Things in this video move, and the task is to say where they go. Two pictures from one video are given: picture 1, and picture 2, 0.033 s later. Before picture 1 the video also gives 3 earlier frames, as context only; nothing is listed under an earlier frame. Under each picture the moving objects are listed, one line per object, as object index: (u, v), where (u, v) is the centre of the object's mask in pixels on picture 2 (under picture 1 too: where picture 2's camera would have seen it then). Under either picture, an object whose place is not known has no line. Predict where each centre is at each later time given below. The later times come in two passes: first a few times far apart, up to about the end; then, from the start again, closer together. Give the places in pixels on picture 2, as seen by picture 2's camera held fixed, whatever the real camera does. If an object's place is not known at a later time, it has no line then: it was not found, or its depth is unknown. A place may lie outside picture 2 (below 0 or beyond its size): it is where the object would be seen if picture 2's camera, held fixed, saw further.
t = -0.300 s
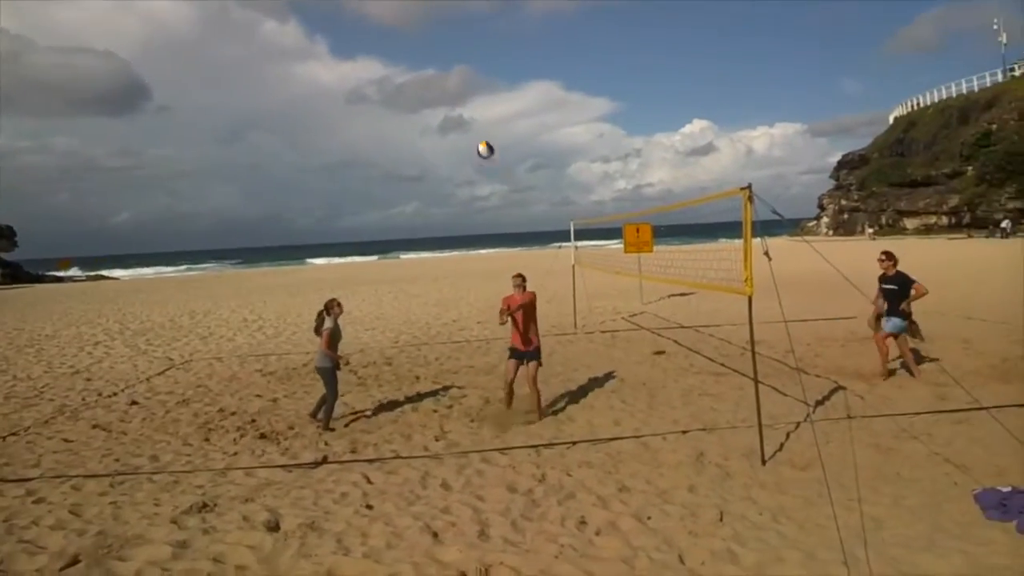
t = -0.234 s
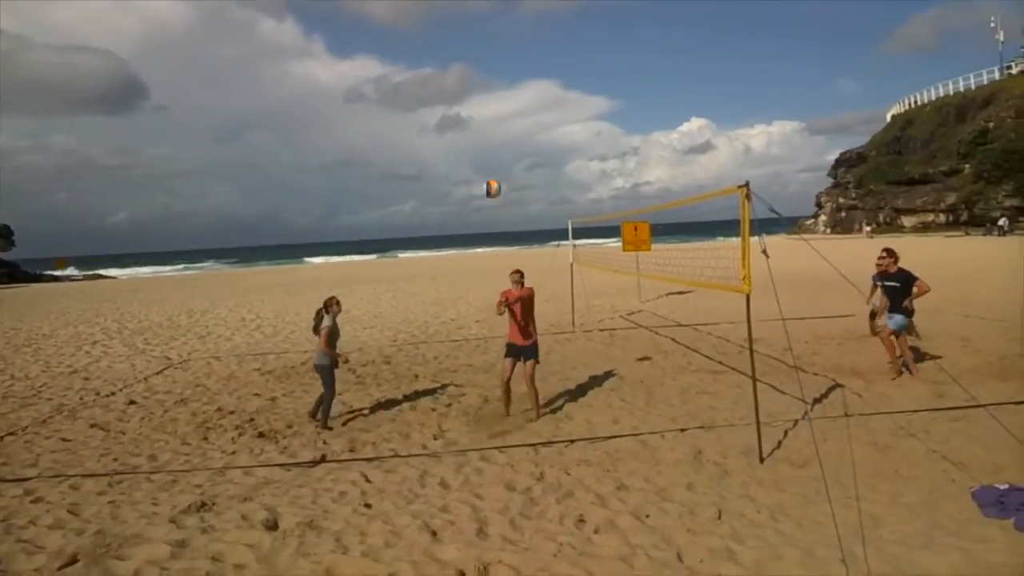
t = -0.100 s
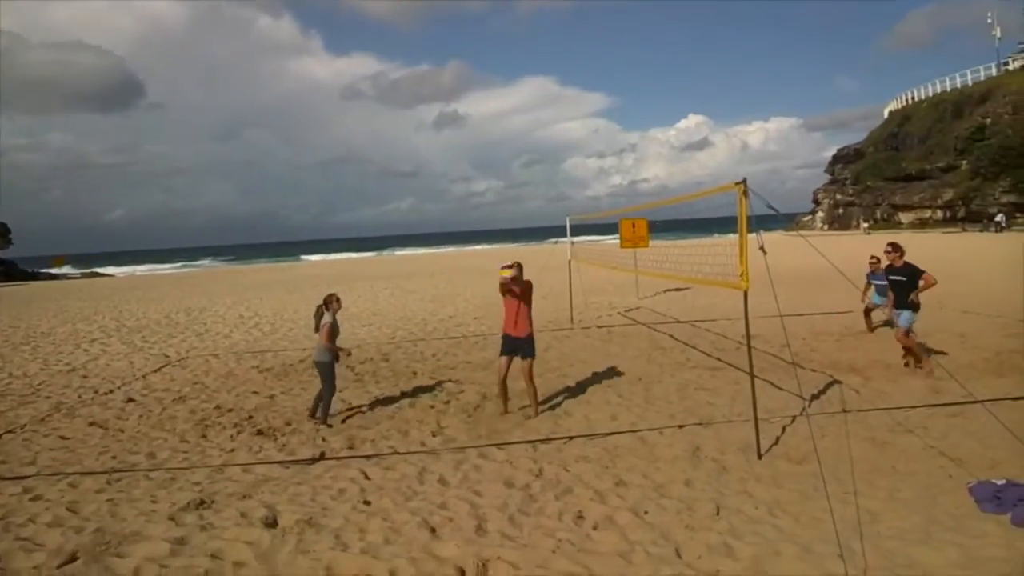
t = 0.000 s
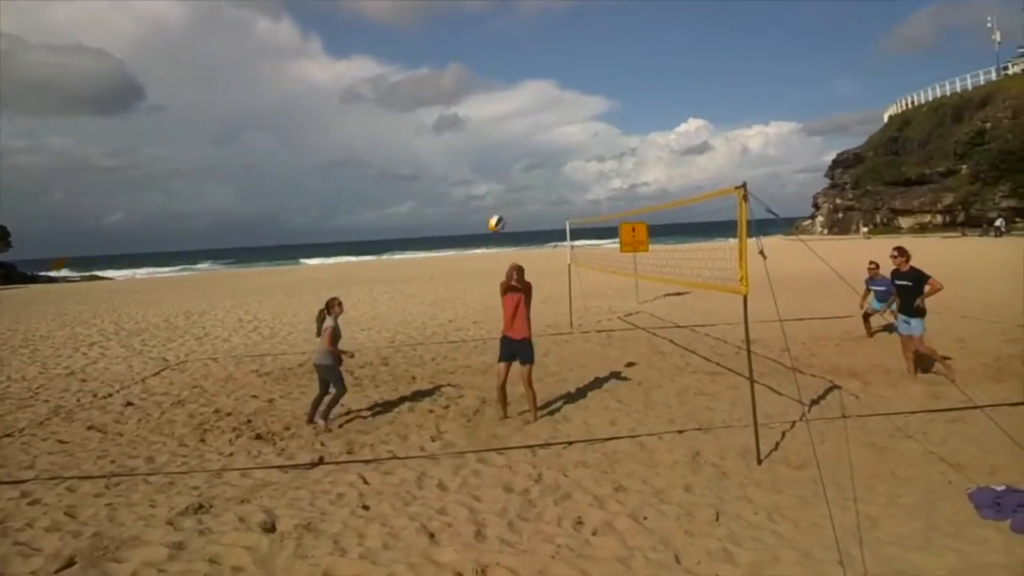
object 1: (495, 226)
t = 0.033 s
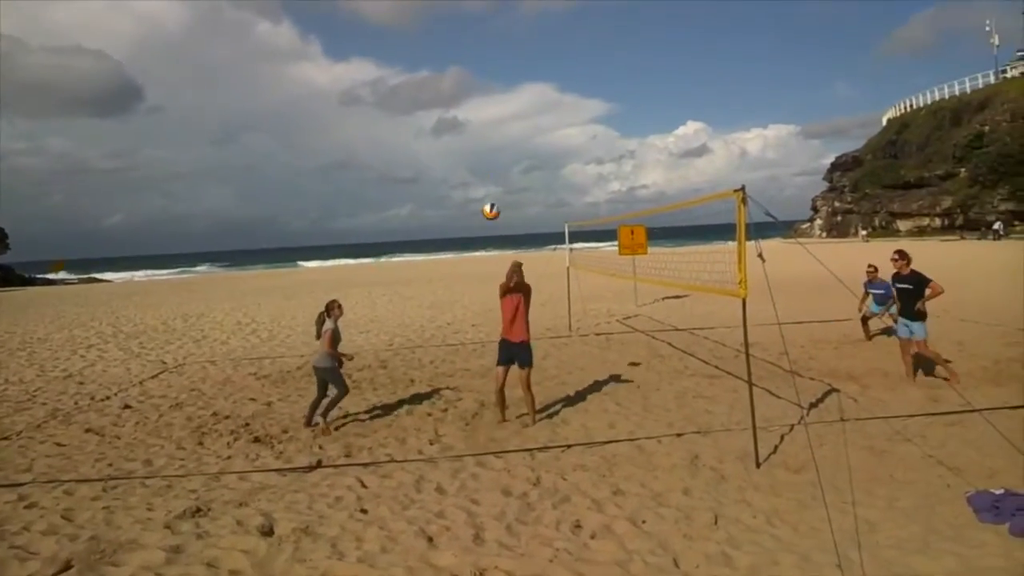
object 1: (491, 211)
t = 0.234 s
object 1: (467, 143)
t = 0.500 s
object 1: (443, 106)
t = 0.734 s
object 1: (427, 118)
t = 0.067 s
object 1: (487, 197)
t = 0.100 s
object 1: (483, 184)
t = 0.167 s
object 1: (475, 162)
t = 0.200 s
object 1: (471, 151)
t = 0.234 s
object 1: (467, 143)
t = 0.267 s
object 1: (464, 135)
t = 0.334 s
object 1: (457, 122)
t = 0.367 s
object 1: (453, 117)
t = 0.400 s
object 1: (450, 113)
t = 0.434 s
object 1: (448, 110)
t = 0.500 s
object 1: (443, 106)
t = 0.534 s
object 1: (441, 105)
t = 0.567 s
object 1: (439, 105)
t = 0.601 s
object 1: (436, 106)
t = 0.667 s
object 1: (431, 110)
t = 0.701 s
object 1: (429, 113)
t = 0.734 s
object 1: (427, 118)
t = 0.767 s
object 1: (425, 122)
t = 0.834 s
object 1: (421, 135)
